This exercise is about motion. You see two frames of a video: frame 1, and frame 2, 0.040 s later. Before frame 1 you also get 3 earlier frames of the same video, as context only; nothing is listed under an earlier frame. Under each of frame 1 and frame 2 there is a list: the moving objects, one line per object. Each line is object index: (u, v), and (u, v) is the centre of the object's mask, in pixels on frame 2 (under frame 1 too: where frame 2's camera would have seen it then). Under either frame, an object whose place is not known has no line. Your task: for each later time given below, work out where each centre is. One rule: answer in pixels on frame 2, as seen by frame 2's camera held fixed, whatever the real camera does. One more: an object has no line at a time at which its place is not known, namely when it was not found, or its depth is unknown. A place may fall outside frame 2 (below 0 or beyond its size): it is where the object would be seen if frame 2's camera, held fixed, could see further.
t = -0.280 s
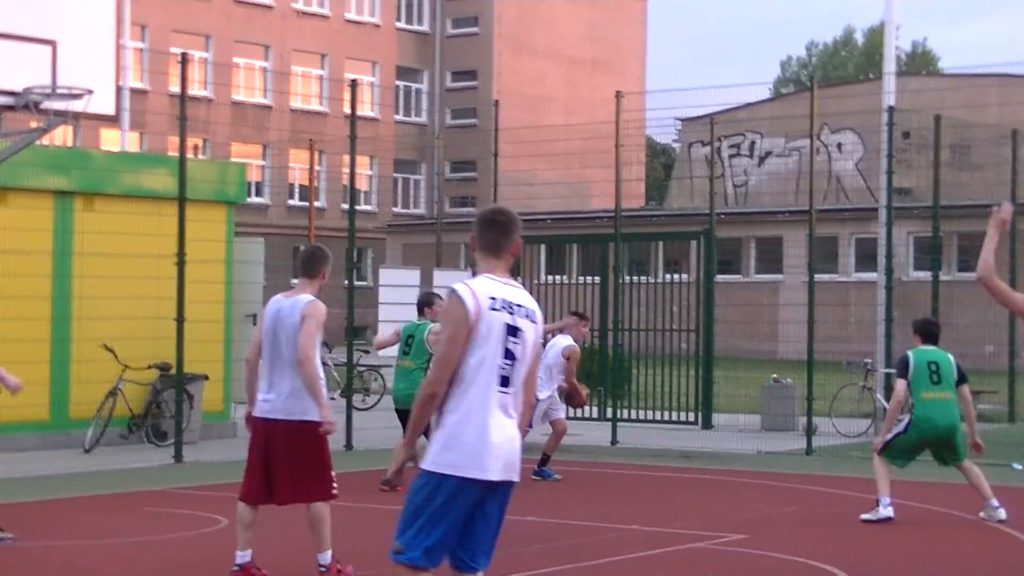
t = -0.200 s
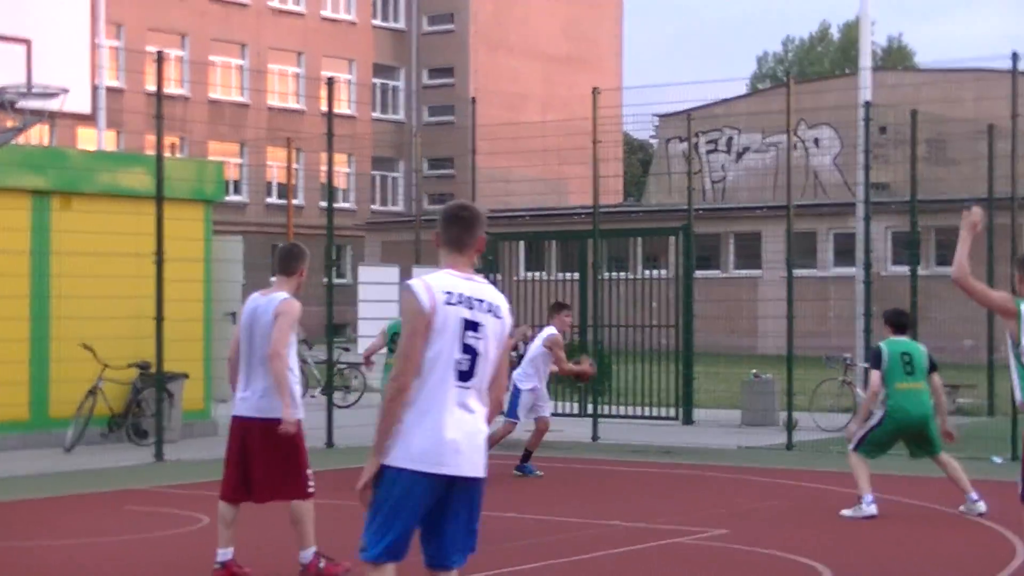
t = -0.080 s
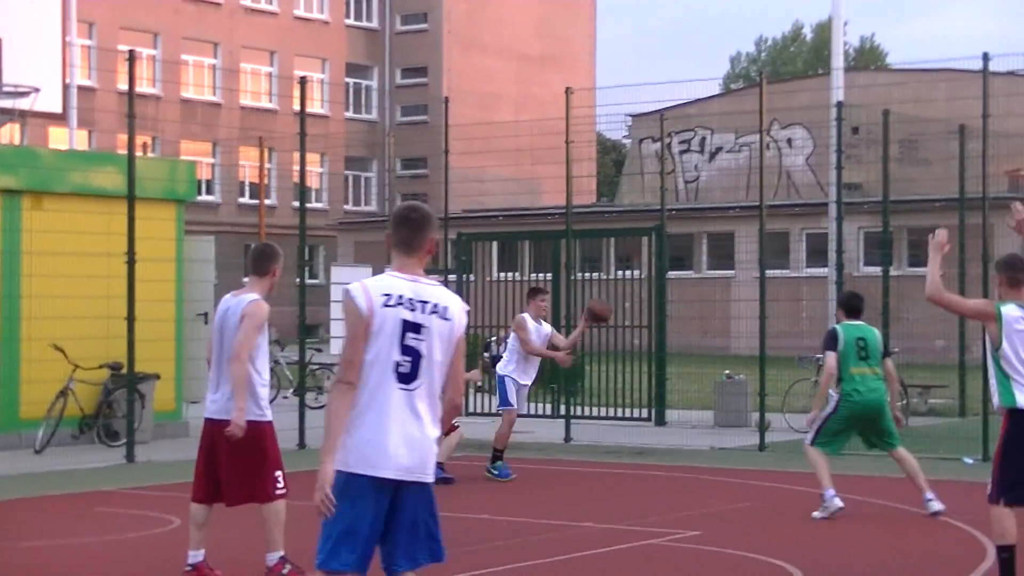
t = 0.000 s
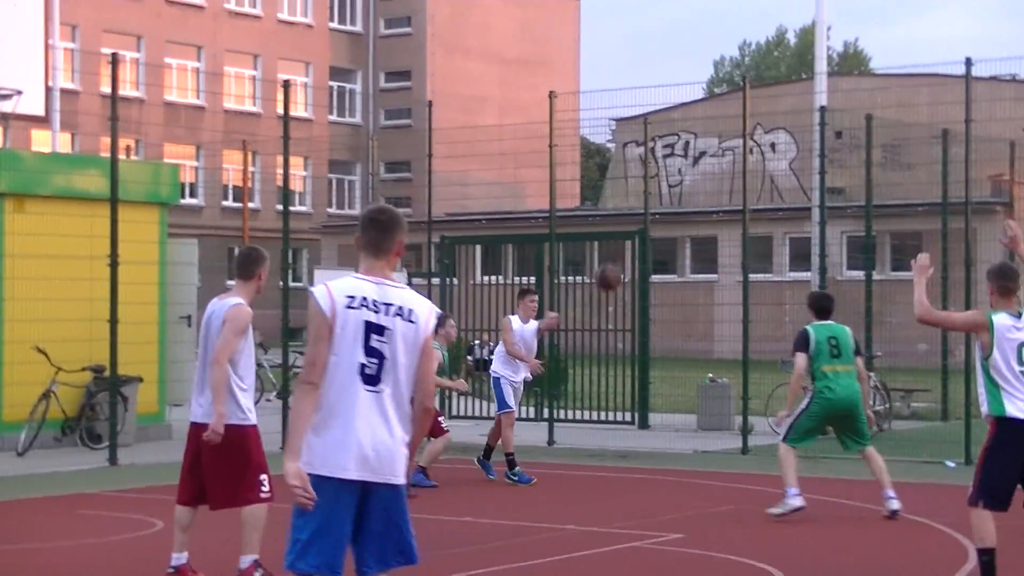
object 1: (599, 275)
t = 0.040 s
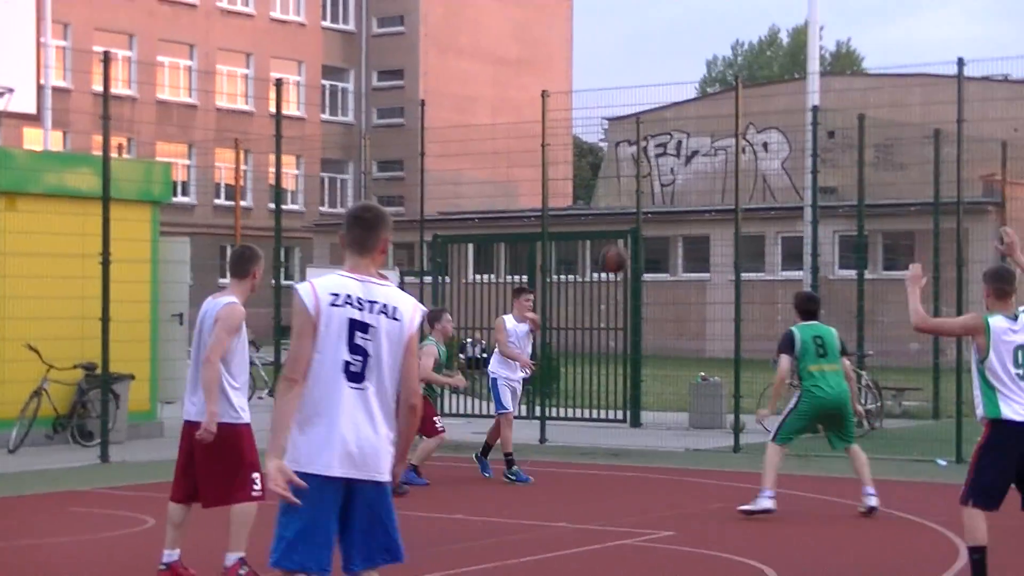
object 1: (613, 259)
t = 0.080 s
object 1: (628, 243)
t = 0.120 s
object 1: (642, 229)
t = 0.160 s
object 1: (655, 216)
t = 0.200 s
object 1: (672, 205)
